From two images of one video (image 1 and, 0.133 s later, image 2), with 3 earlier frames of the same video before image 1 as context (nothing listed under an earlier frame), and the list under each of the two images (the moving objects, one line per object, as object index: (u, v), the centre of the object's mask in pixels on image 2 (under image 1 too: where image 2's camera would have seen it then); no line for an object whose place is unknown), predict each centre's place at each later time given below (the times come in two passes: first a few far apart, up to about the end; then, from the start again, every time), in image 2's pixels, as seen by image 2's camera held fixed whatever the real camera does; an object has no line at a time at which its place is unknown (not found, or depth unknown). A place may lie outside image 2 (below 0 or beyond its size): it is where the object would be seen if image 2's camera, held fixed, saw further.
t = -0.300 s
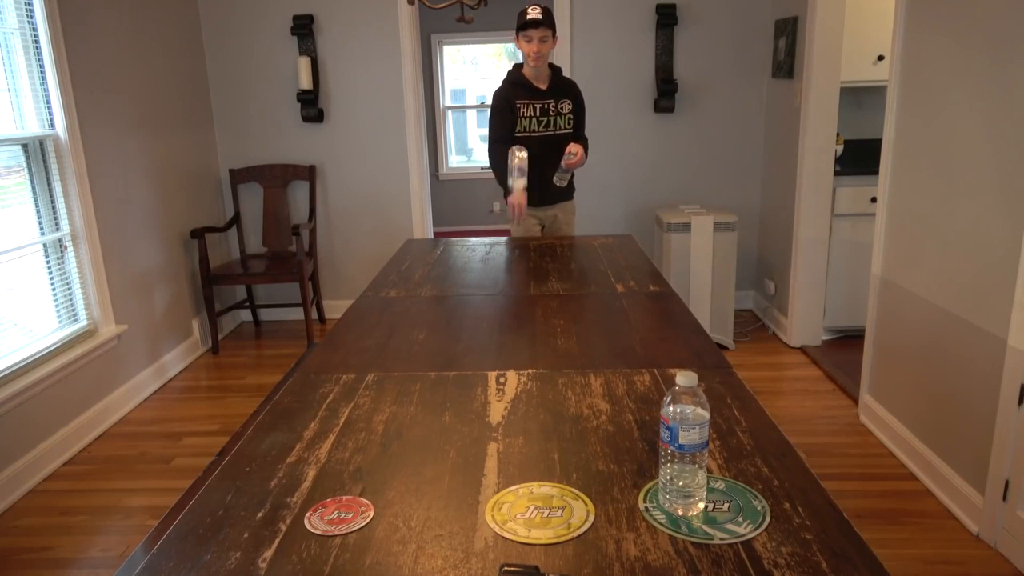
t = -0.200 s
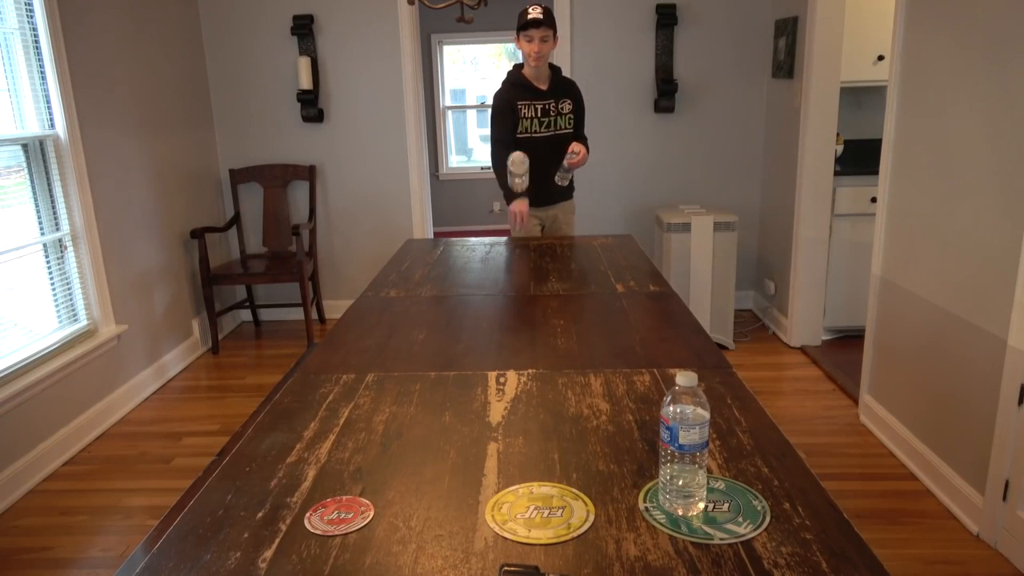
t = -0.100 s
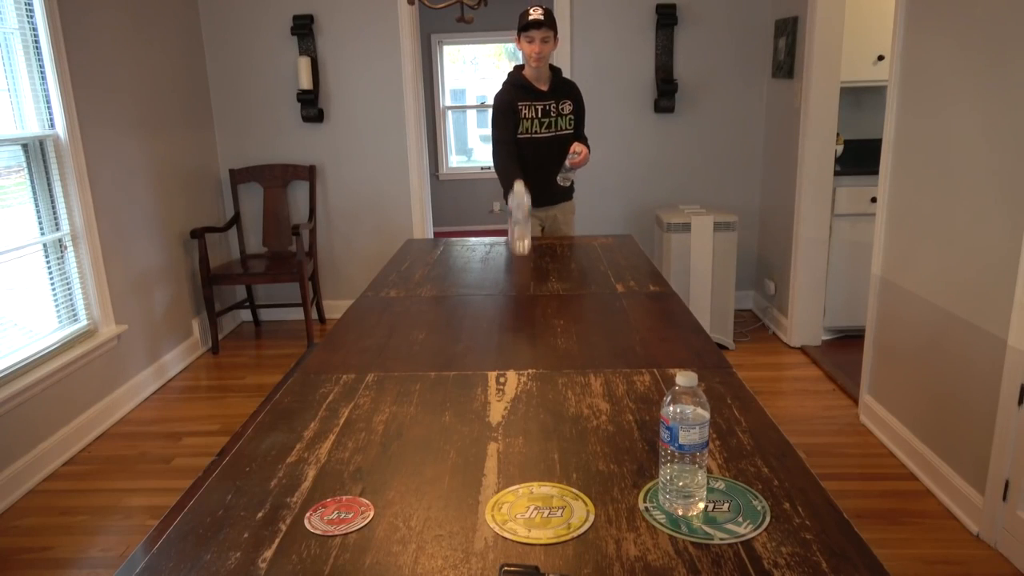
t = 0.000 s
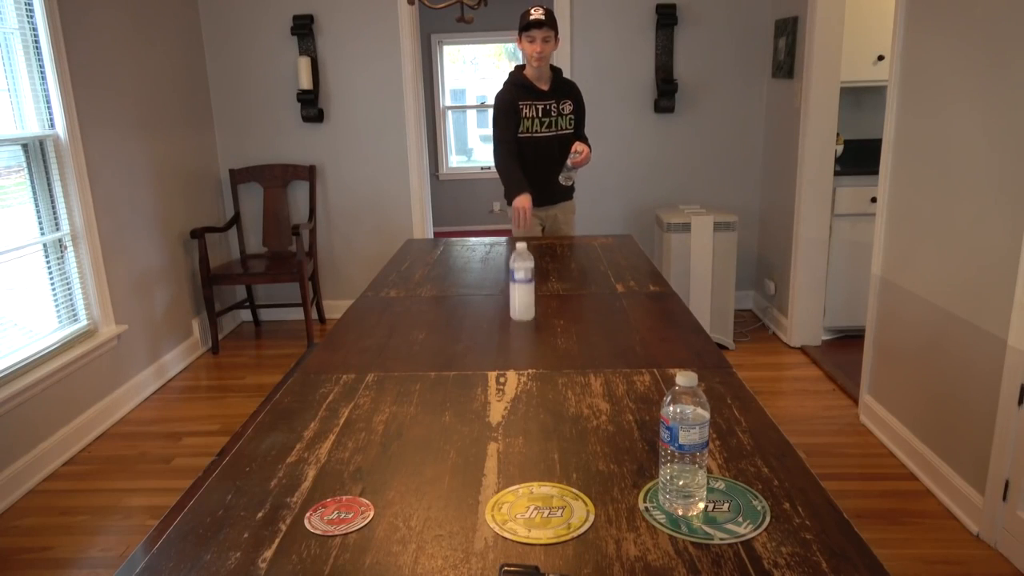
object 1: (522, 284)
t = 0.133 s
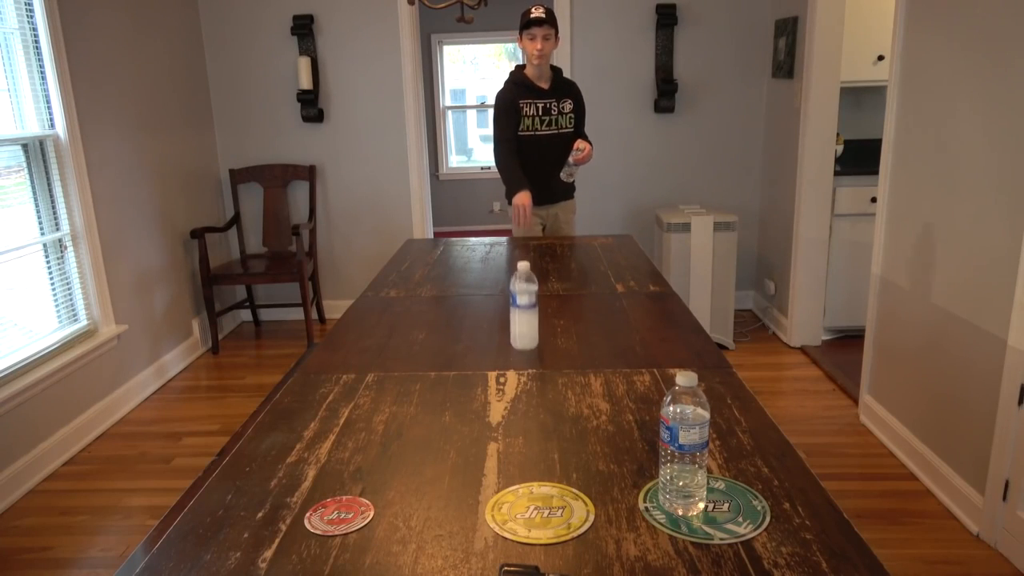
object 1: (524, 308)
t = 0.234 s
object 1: (526, 328)
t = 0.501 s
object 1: (533, 387)
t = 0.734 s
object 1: (543, 429)
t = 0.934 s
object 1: (549, 452)
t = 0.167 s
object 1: (525, 315)
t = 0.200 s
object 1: (525, 322)
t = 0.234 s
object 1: (526, 328)
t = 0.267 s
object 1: (527, 335)
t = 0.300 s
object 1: (527, 343)
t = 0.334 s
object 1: (528, 350)
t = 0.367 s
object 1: (529, 357)
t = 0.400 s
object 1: (530, 365)
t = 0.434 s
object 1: (531, 372)
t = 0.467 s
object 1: (532, 379)
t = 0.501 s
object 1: (533, 387)
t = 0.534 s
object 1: (535, 394)
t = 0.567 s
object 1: (536, 400)
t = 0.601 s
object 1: (537, 407)
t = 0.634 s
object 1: (539, 414)
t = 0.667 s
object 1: (540, 420)
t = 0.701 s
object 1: (541, 422)
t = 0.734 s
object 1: (543, 429)
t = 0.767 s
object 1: (543, 432)
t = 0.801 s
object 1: (544, 437)
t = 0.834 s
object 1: (546, 442)
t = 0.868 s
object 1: (547, 448)
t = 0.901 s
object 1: (548, 450)
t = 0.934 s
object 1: (549, 452)
